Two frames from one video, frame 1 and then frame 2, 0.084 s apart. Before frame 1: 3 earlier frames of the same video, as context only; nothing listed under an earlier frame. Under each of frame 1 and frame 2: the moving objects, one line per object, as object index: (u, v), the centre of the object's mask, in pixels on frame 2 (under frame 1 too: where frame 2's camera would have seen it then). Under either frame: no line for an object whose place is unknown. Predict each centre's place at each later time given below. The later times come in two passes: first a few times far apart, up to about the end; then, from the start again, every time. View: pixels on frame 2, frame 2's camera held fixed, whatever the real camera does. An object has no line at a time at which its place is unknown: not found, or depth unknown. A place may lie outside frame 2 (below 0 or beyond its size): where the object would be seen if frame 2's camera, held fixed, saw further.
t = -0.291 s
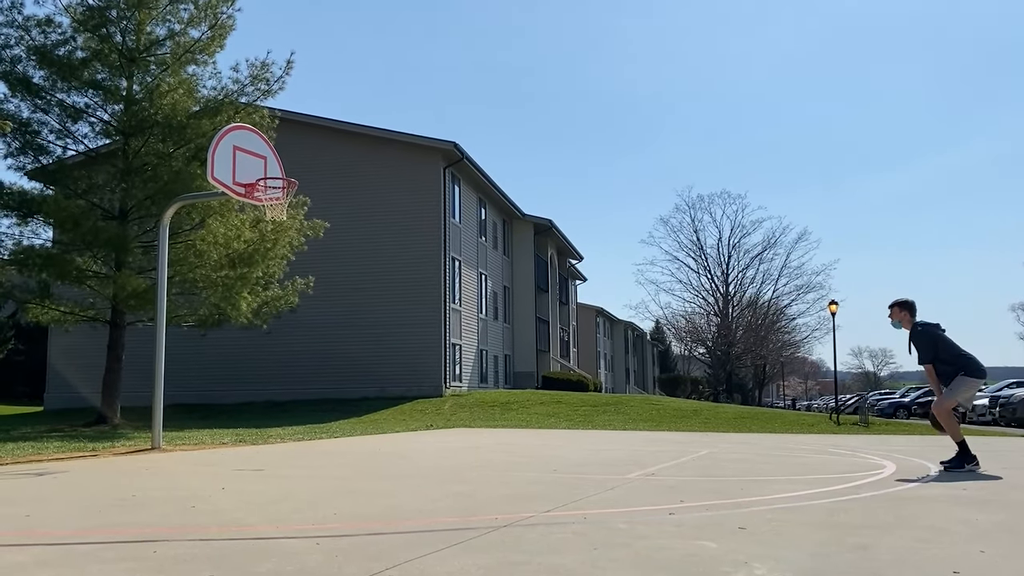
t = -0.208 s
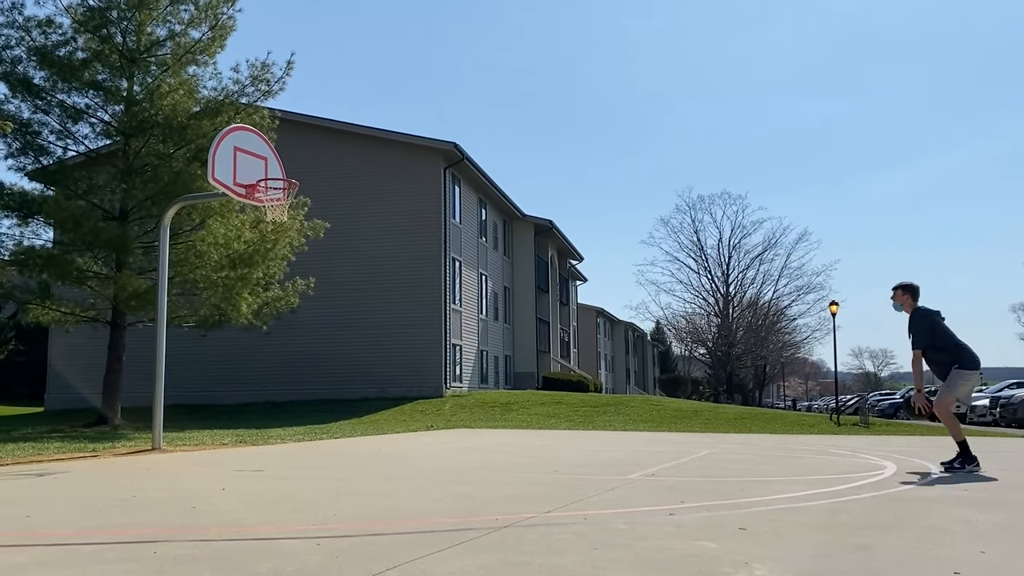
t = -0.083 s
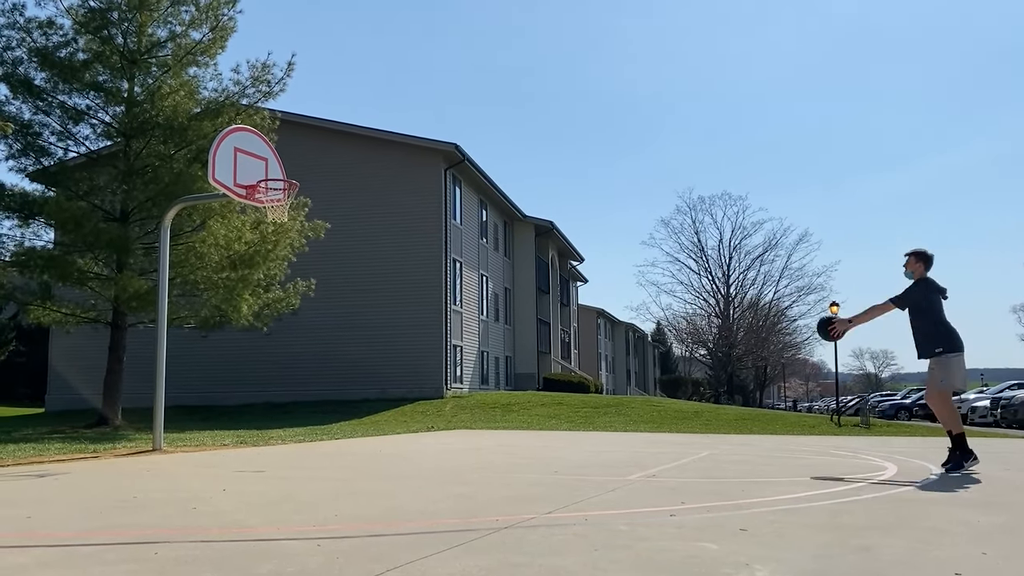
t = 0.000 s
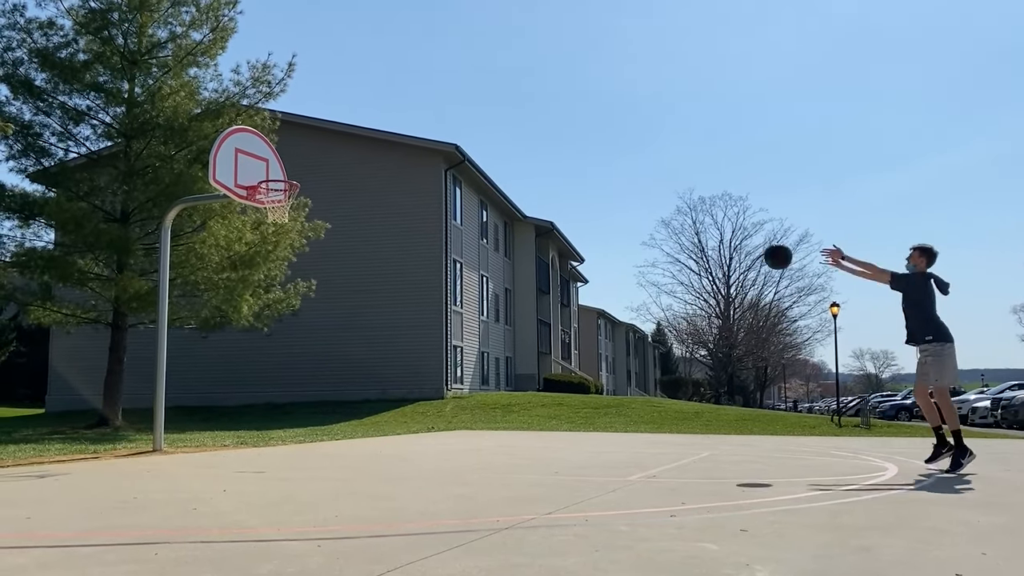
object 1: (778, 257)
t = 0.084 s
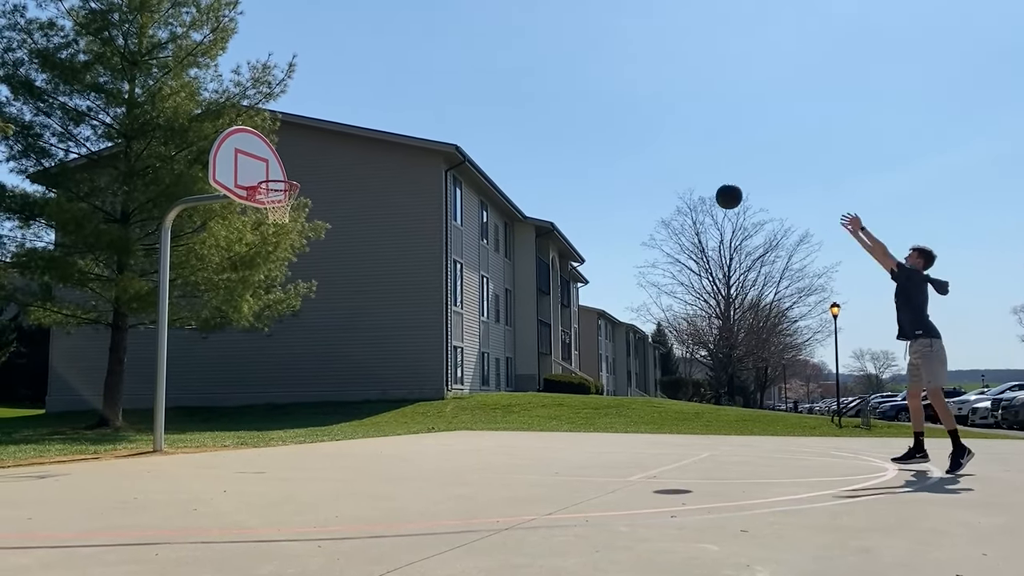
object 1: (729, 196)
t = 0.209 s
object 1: (665, 129)
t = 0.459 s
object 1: (545, 41)
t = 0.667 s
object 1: (453, 18)
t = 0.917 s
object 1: (359, 43)
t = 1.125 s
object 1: (290, 99)
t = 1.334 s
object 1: (280, 164)
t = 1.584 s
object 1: (266, 164)
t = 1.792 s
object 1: (273, 173)
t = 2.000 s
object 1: (289, 208)
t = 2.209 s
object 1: (285, 239)
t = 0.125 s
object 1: (710, 175)
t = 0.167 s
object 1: (683, 146)
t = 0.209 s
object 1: (665, 129)
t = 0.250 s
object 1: (640, 105)
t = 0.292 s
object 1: (623, 92)
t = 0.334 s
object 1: (599, 73)
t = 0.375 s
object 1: (583, 63)
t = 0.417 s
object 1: (560, 49)
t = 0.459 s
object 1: (545, 41)
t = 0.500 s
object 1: (523, 32)
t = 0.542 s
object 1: (508, 27)
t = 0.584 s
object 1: (487, 21)
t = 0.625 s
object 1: (473, 19)
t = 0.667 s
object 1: (453, 18)
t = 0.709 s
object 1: (440, 18)
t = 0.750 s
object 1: (420, 20)
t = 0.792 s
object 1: (408, 23)
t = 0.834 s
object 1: (389, 29)
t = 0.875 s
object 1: (377, 34)
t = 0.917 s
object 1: (359, 43)
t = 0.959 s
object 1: (347, 50)
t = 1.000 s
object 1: (329, 63)
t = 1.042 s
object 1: (318, 72)
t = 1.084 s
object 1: (301, 87)
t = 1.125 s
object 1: (290, 99)
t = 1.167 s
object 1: (273, 117)
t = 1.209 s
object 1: (263, 130)
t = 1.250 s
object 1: (265, 143)
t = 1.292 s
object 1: (271, 151)
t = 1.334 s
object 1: (280, 164)
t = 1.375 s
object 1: (287, 172)
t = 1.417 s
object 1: (287, 173)
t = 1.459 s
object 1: (283, 170)
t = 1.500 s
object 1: (277, 166)
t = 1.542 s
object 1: (273, 164)
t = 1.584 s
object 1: (266, 164)
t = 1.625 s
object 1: (262, 164)
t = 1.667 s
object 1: (262, 165)
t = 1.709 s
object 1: (266, 167)
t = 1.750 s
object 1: (270, 170)
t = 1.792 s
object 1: (273, 173)
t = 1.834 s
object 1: (278, 176)
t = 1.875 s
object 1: (282, 189)
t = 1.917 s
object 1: (286, 198)
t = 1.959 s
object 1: (287, 204)
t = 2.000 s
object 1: (289, 208)
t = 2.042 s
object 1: (288, 212)
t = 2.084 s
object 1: (287, 217)
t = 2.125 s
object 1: (287, 222)
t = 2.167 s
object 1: (286, 231)
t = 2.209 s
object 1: (285, 239)
